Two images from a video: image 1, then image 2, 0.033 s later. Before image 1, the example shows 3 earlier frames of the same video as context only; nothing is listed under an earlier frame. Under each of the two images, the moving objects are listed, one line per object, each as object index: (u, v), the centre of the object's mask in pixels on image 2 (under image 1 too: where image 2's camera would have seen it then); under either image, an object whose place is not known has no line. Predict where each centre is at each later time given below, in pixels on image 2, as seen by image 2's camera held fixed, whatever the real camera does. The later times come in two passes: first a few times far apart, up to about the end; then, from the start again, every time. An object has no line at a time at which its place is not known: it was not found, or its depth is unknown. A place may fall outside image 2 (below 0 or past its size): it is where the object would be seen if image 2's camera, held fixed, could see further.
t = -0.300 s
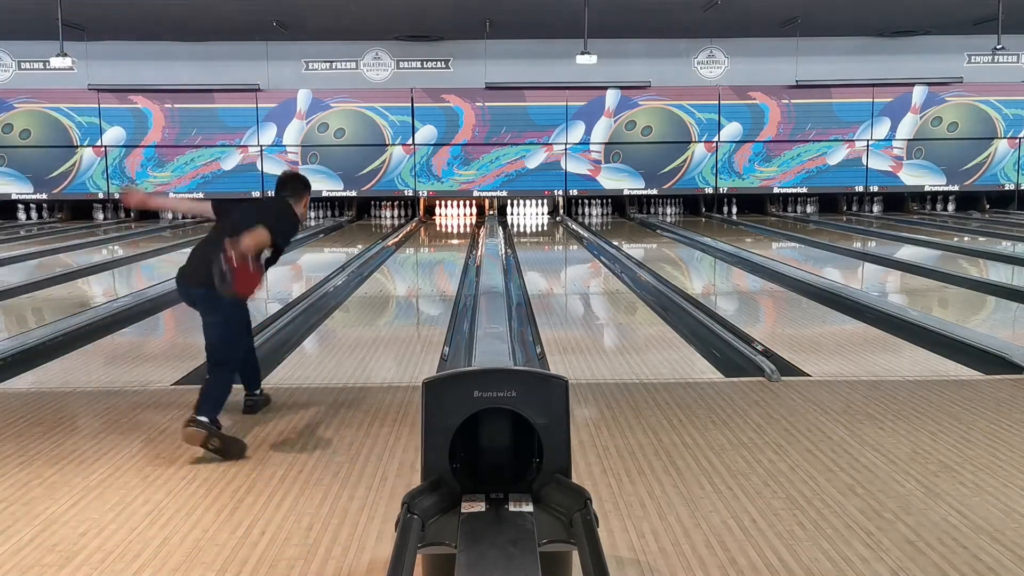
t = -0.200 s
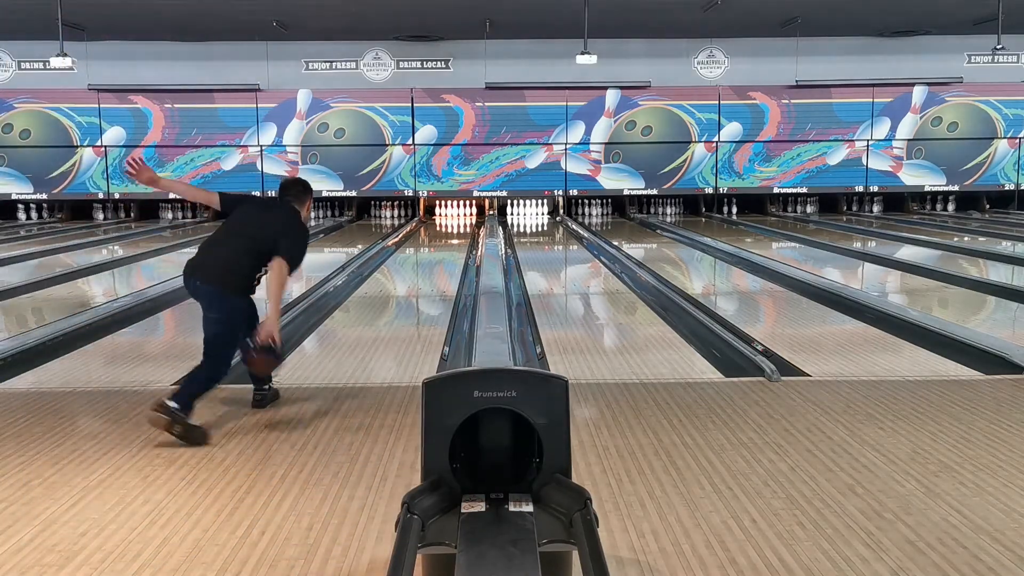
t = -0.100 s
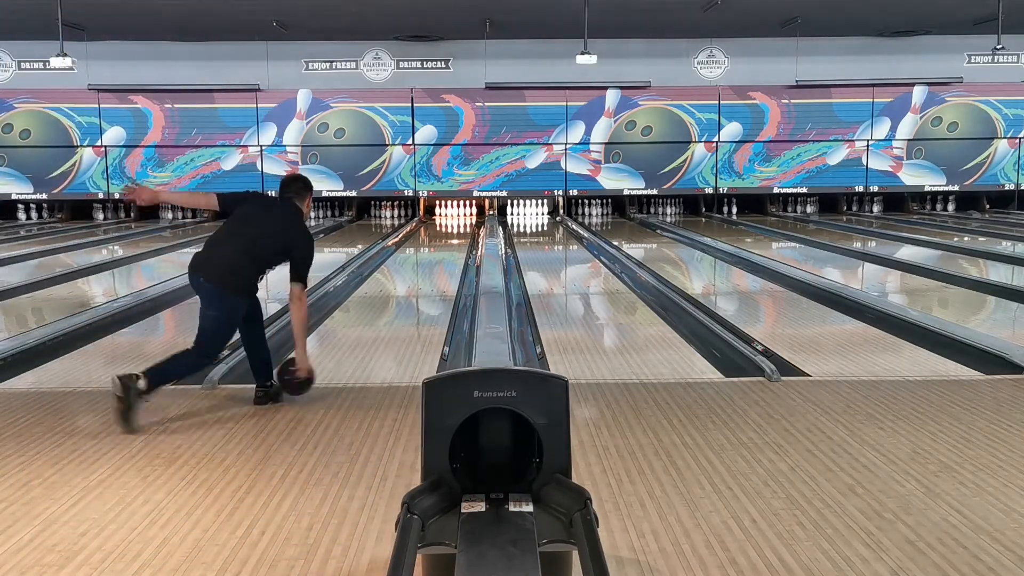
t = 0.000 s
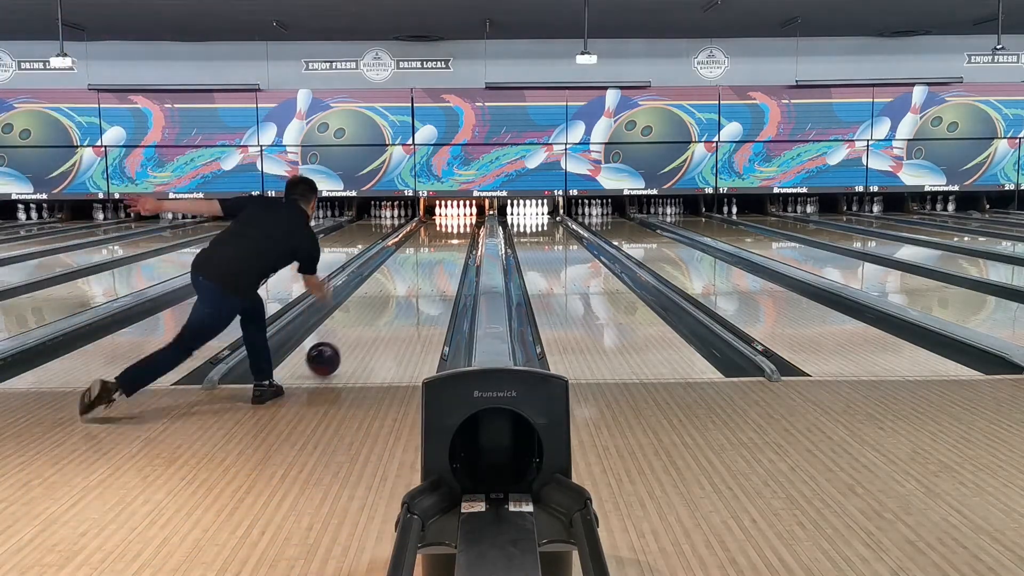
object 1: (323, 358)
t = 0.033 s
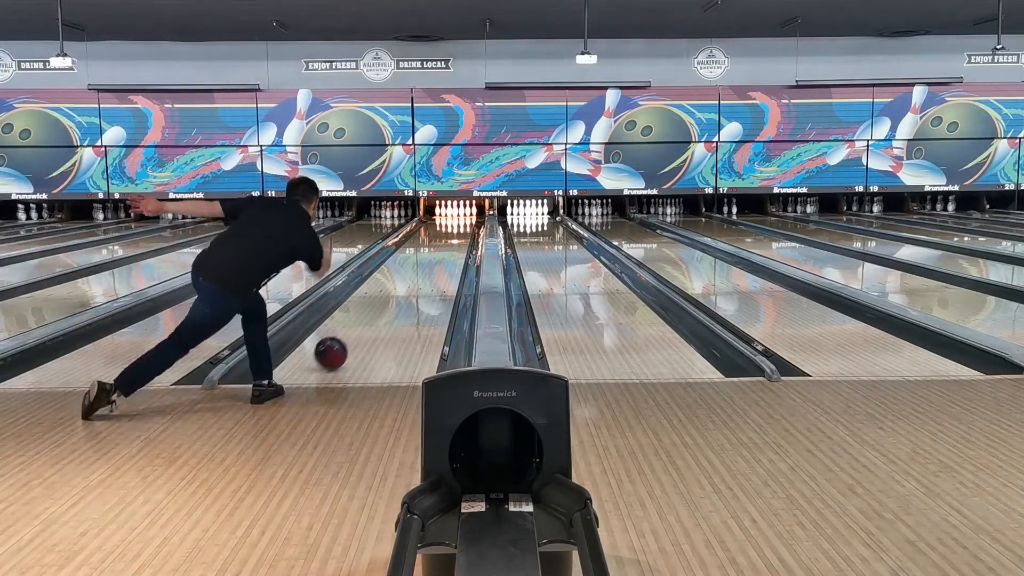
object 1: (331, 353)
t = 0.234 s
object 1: (366, 319)
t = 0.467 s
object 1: (393, 291)
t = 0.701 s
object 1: (412, 272)
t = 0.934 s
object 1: (426, 257)
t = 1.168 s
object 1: (436, 247)
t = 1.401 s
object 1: (444, 238)
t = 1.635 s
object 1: (449, 231)
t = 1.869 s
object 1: (454, 226)
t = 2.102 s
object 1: (457, 221)
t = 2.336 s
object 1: (457, 218)
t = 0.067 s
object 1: (338, 346)
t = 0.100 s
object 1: (344, 340)
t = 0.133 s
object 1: (350, 334)
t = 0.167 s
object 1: (356, 329)
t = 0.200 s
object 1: (361, 323)
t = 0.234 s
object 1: (366, 319)
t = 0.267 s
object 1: (371, 314)
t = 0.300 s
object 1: (375, 309)
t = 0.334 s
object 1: (379, 305)
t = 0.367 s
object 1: (383, 302)
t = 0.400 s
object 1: (387, 298)
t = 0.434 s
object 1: (390, 295)
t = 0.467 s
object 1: (393, 291)
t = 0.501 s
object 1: (397, 288)
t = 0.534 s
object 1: (399, 285)
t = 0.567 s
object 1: (402, 282)
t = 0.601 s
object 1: (405, 280)
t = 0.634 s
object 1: (408, 277)
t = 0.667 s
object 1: (410, 275)
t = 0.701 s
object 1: (412, 272)
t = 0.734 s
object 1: (414, 270)
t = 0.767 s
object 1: (417, 268)
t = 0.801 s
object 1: (419, 265)
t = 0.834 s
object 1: (421, 263)
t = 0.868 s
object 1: (422, 261)
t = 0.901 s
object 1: (424, 260)
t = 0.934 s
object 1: (426, 257)
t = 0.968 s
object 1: (427, 256)
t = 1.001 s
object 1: (429, 254)
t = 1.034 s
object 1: (430, 253)
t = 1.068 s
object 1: (432, 251)
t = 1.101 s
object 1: (433, 249)
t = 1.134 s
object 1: (435, 248)
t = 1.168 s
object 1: (436, 247)
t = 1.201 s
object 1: (437, 245)
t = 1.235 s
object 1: (439, 244)
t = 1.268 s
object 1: (440, 243)
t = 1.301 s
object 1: (441, 242)
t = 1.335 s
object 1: (442, 241)
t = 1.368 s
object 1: (443, 239)
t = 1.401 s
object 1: (444, 238)
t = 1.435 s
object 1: (445, 237)
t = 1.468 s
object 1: (446, 236)
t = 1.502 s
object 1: (446, 235)
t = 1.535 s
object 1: (447, 234)
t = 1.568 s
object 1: (448, 233)
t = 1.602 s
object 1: (449, 232)
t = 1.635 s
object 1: (449, 231)
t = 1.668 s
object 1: (450, 231)
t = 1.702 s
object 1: (451, 230)
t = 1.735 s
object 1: (451, 229)
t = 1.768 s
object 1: (452, 228)
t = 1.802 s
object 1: (453, 228)
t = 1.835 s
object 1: (454, 227)
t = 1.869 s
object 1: (454, 226)
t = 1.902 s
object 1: (454, 226)
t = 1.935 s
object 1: (454, 225)
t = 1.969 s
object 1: (455, 225)
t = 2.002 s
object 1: (455, 224)
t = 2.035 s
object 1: (455, 224)
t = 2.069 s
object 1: (456, 223)
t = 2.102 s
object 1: (457, 221)
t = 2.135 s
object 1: (456, 221)
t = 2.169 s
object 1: (456, 221)
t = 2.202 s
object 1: (457, 220)
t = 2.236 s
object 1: (457, 220)
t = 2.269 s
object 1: (457, 219)
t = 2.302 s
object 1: (457, 219)
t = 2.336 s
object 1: (457, 218)
